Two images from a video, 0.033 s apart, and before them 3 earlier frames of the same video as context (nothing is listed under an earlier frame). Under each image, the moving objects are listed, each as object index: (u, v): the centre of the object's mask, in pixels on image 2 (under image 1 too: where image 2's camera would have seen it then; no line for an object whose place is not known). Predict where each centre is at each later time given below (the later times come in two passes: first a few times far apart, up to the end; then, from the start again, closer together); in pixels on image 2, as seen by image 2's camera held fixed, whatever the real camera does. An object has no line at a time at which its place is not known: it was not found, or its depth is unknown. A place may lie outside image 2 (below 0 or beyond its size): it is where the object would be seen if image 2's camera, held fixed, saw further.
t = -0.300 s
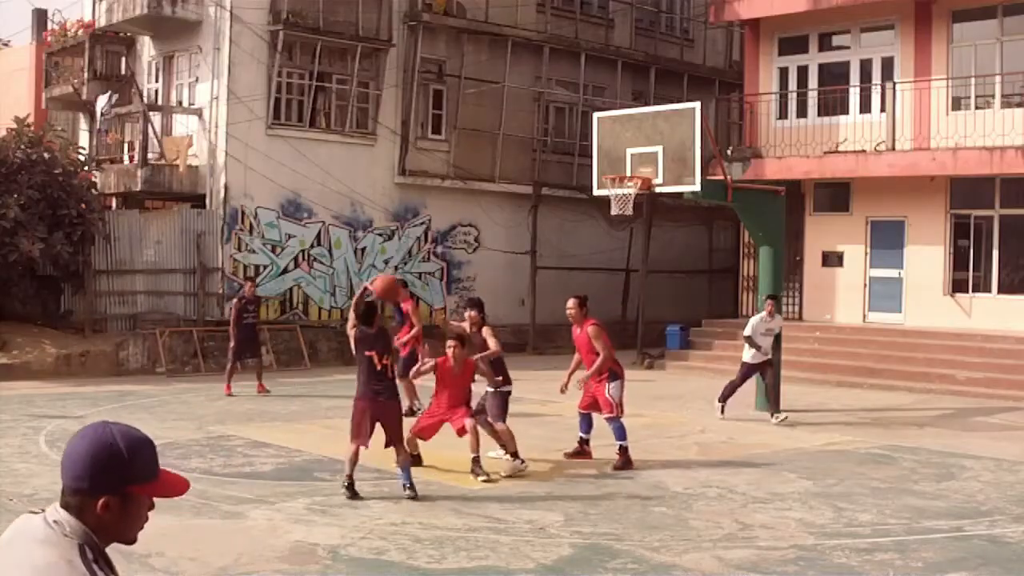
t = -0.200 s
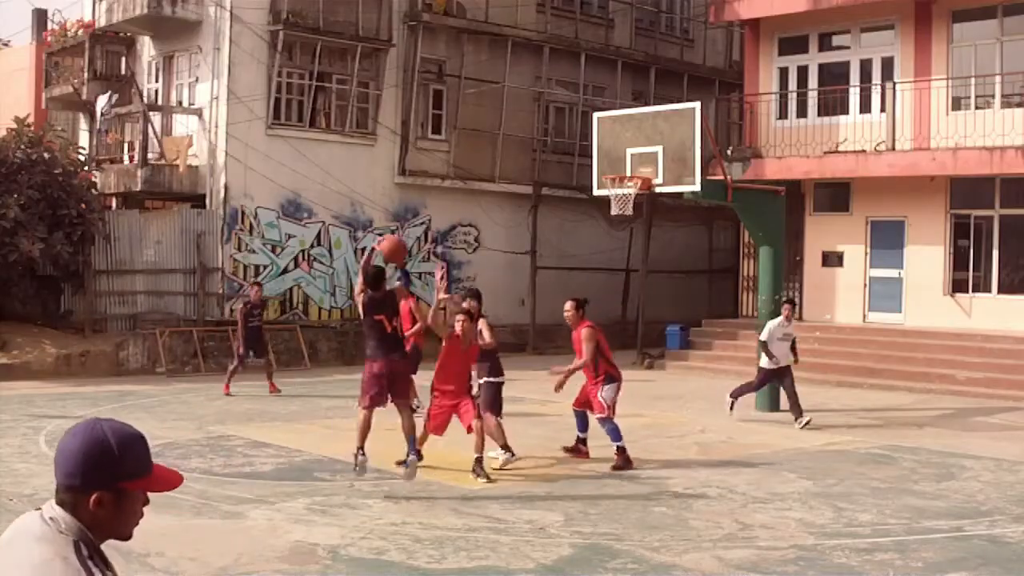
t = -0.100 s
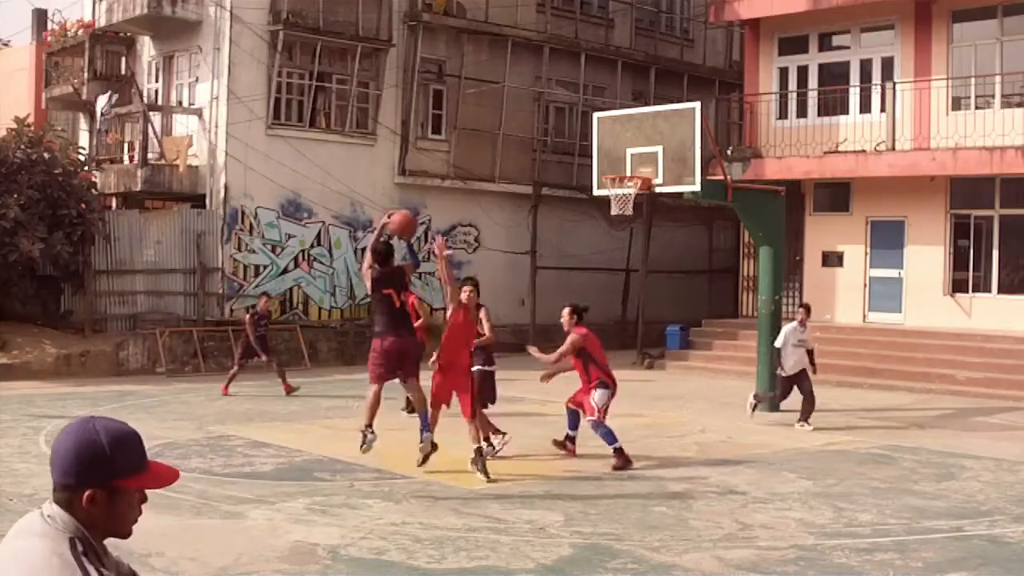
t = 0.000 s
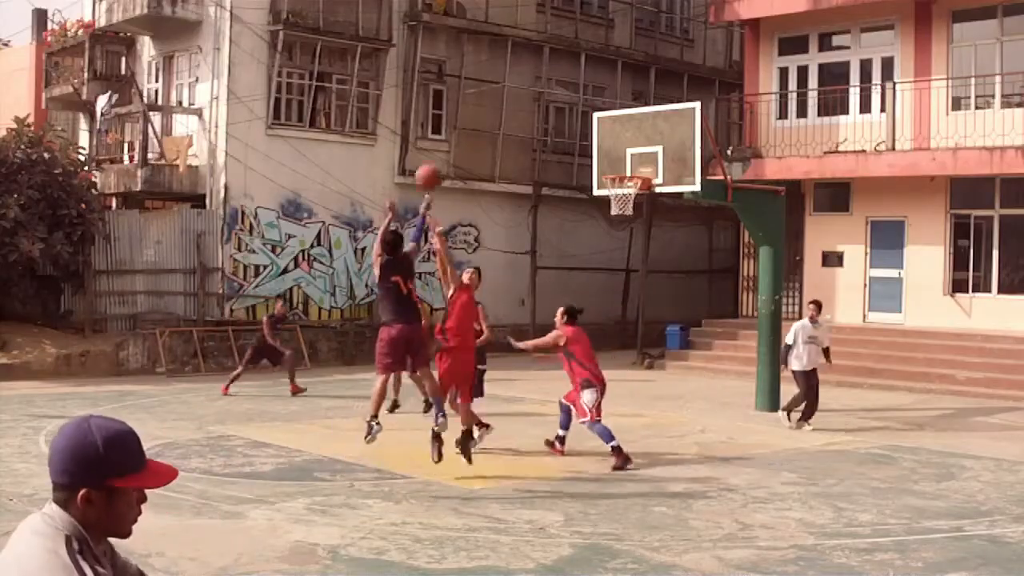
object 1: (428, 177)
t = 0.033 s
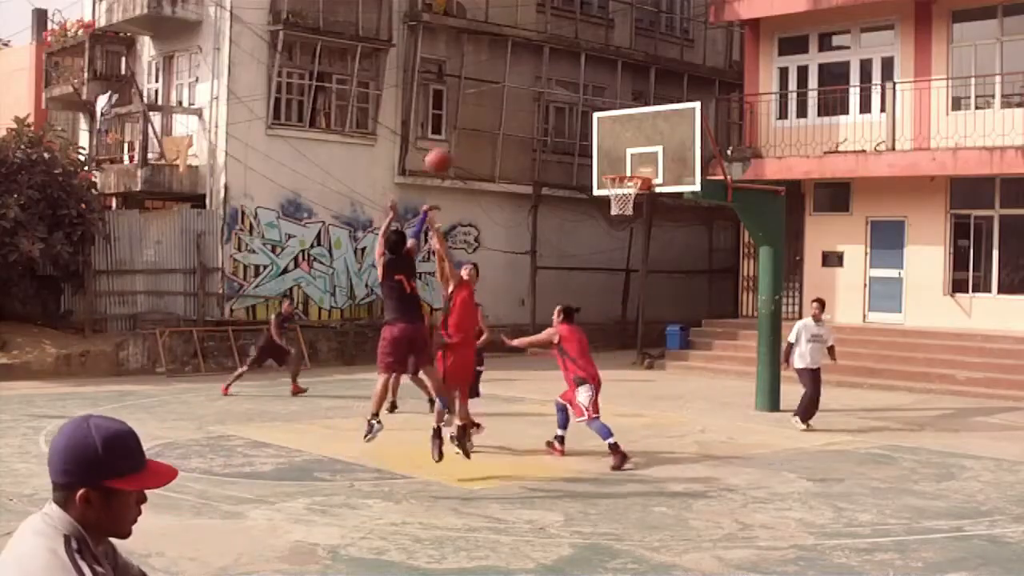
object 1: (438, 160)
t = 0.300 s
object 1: (507, 88)
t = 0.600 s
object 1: (567, 93)
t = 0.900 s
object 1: (616, 171)
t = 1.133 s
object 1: (633, 189)
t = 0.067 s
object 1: (448, 146)
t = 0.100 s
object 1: (458, 134)
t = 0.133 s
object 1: (466, 122)
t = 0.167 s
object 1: (474, 113)
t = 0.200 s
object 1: (483, 104)
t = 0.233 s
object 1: (491, 97)
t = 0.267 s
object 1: (500, 91)
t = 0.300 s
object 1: (507, 88)
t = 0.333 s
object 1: (515, 84)
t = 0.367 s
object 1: (523, 82)
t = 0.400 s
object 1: (530, 81)
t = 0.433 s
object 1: (536, 80)
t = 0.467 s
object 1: (543, 81)
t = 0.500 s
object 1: (549, 83)
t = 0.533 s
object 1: (556, 85)
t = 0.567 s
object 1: (561, 90)
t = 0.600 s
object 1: (567, 93)
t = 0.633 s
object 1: (573, 99)
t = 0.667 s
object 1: (580, 105)
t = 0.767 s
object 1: (596, 131)
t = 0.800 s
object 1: (602, 142)
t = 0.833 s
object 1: (607, 152)
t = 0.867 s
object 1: (611, 163)
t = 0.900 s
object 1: (616, 171)
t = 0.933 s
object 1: (621, 184)
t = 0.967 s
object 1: (631, 191)
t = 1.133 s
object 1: (633, 189)
